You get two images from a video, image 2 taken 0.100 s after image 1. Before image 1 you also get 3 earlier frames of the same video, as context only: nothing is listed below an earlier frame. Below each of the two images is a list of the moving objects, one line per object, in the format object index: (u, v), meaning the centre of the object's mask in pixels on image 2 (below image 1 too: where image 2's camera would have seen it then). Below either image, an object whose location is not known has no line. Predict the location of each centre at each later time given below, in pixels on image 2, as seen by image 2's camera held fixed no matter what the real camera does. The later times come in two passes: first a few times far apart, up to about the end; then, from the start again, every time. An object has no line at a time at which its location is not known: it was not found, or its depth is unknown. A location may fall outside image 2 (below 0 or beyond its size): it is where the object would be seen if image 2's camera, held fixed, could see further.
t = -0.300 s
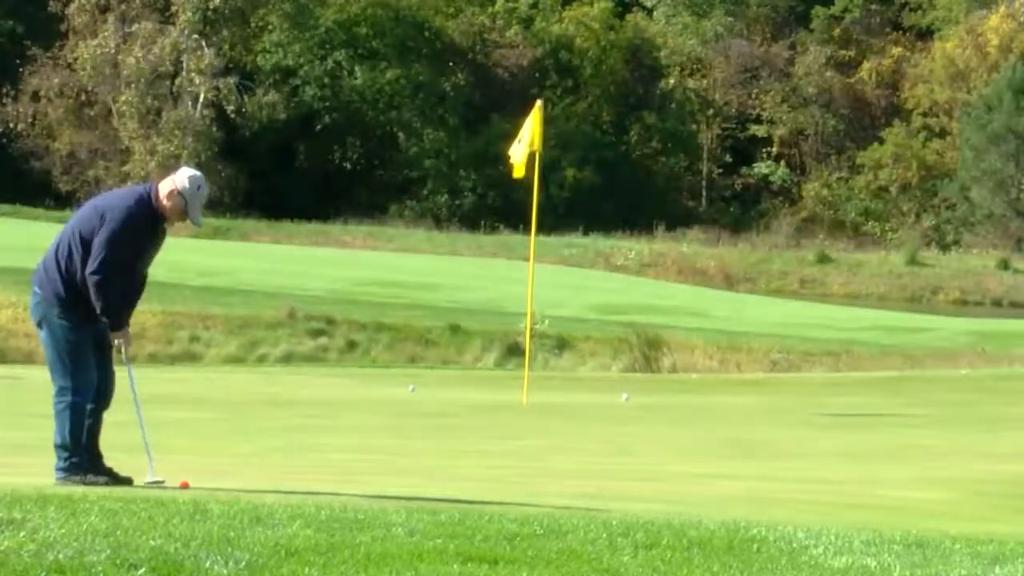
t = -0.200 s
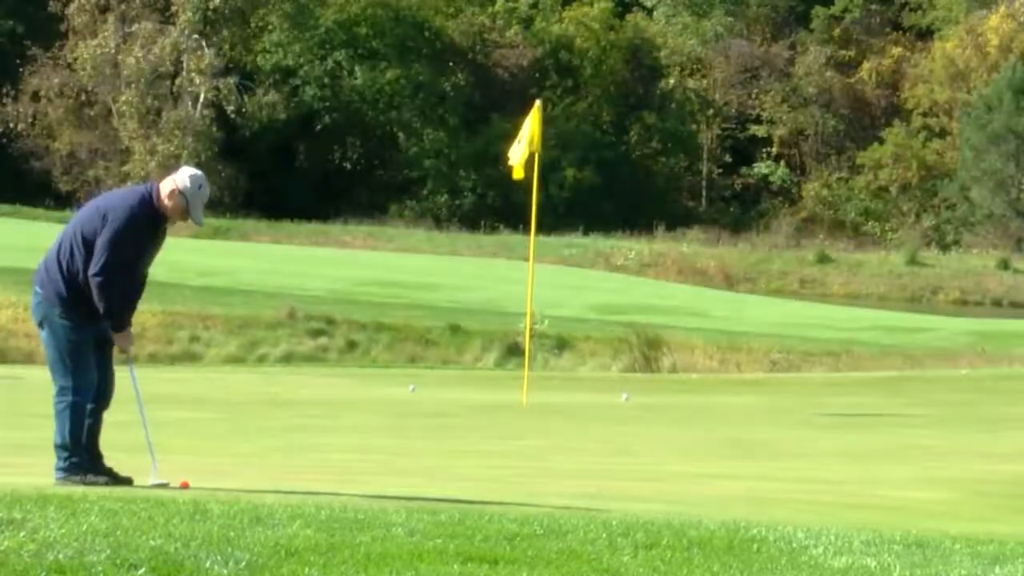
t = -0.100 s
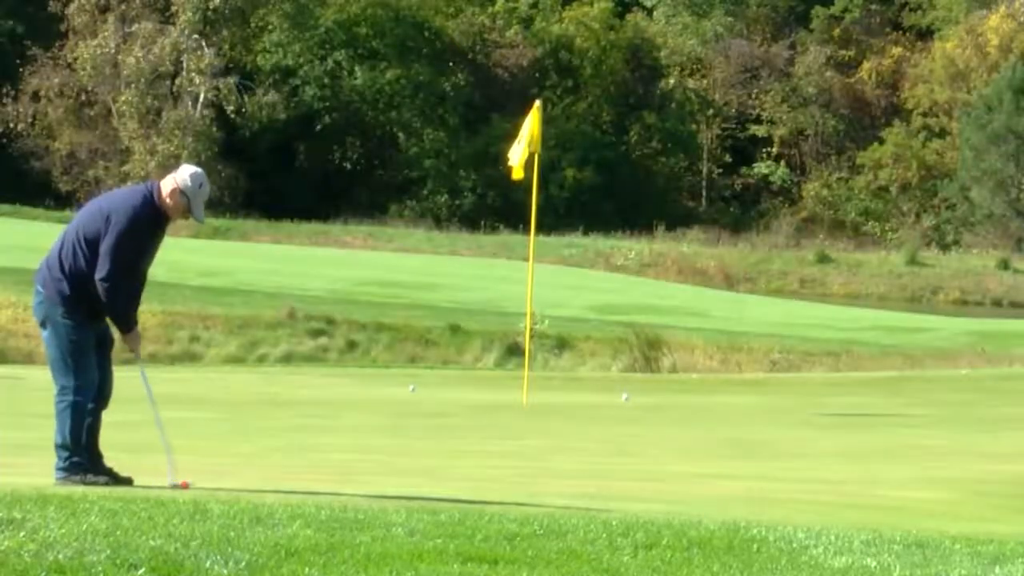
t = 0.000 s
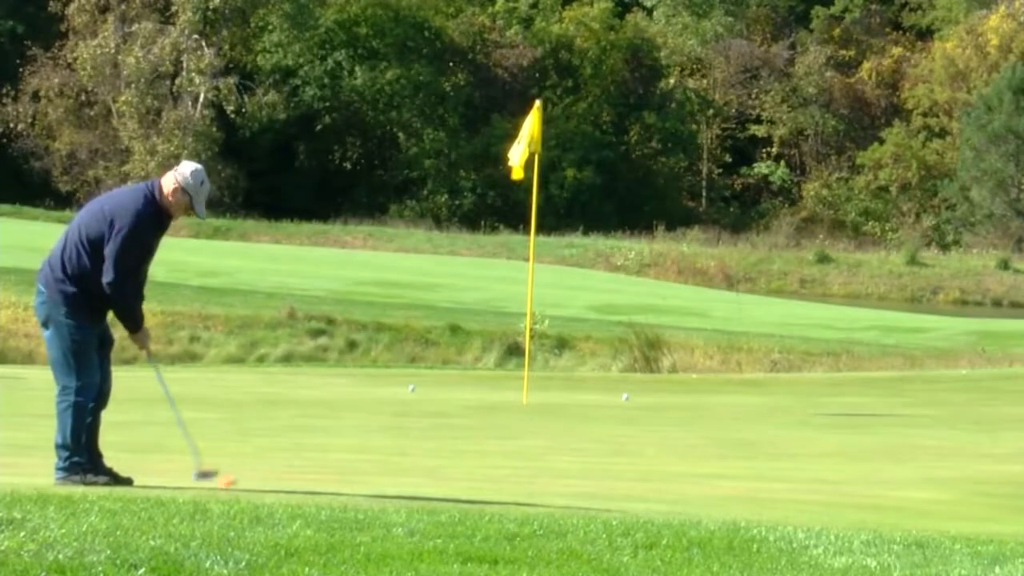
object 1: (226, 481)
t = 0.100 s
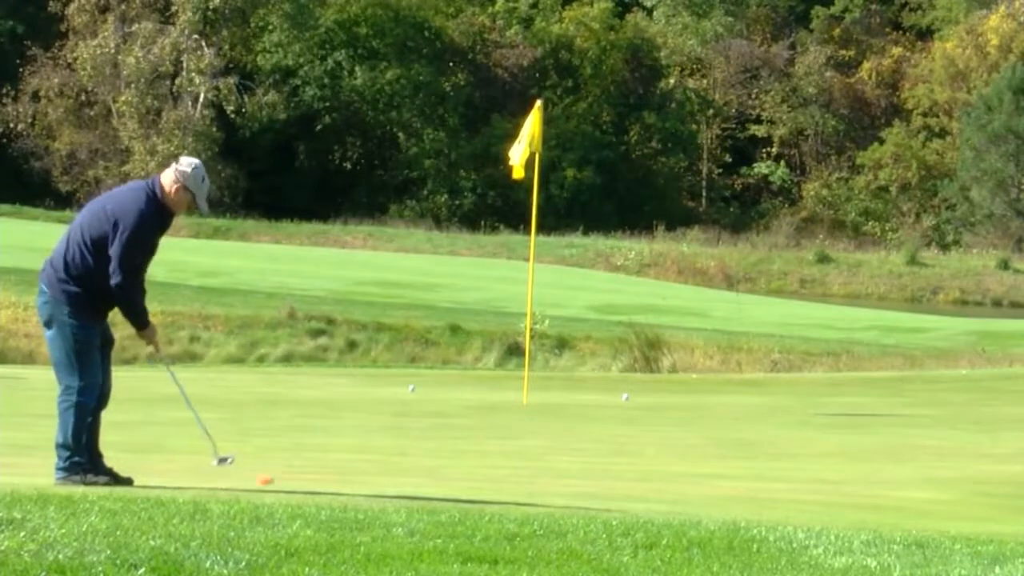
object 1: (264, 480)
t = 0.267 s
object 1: (310, 474)
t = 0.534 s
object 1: (368, 470)
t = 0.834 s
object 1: (425, 466)
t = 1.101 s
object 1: (465, 460)
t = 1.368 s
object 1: (499, 454)
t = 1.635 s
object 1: (526, 450)
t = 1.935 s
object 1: (551, 445)
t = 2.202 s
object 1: (567, 441)
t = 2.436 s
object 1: (577, 436)
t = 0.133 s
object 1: (274, 476)
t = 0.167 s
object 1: (282, 474)
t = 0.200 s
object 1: (291, 474)
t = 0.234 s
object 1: (301, 475)
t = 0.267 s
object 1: (310, 474)
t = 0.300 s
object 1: (318, 472)
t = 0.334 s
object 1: (326, 472)
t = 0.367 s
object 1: (333, 473)
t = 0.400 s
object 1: (340, 472)
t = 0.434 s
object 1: (348, 471)
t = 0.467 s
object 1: (355, 471)
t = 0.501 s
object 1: (363, 470)
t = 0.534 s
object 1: (368, 470)
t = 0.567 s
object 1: (375, 470)
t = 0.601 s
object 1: (381, 469)
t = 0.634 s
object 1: (388, 468)
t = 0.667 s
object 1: (394, 468)
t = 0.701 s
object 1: (400, 467)
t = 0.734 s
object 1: (406, 467)
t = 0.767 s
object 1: (414, 467)
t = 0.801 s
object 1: (418, 466)
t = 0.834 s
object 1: (425, 466)
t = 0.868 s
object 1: (430, 465)
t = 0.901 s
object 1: (435, 465)
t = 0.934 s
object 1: (440, 465)
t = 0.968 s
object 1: (444, 464)
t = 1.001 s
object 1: (451, 463)
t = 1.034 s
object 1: (455, 461)
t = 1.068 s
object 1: (460, 460)
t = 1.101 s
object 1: (465, 460)
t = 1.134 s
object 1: (469, 459)
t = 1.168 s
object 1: (474, 458)
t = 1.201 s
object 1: (478, 457)
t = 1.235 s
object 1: (482, 457)
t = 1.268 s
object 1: (488, 456)
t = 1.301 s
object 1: (492, 455)
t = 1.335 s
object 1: (495, 455)
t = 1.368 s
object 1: (499, 454)
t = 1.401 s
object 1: (502, 454)
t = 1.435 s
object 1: (505, 453)
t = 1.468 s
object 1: (511, 453)
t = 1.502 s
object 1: (514, 452)
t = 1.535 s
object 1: (517, 452)
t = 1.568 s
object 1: (520, 451)
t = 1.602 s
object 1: (523, 450)
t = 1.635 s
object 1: (526, 450)
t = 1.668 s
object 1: (529, 449)
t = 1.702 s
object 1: (532, 448)
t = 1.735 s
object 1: (534, 448)
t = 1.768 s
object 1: (538, 448)
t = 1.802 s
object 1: (541, 448)
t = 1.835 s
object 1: (543, 447)
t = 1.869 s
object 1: (546, 447)
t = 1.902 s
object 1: (548, 445)
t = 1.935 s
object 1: (551, 445)
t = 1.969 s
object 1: (553, 444)
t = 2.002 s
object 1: (555, 444)
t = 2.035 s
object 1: (557, 443)
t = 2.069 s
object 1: (558, 443)
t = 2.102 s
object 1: (561, 442)
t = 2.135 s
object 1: (564, 442)
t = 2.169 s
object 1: (566, 442)
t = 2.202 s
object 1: (567, 441)
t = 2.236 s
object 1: (569, 440)
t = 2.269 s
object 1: (570, 440)
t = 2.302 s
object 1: (572, 439)
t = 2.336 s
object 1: (573, 439)
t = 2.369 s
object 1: (576, 436)
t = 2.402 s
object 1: (576, 436)
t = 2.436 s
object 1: (577, 436)
